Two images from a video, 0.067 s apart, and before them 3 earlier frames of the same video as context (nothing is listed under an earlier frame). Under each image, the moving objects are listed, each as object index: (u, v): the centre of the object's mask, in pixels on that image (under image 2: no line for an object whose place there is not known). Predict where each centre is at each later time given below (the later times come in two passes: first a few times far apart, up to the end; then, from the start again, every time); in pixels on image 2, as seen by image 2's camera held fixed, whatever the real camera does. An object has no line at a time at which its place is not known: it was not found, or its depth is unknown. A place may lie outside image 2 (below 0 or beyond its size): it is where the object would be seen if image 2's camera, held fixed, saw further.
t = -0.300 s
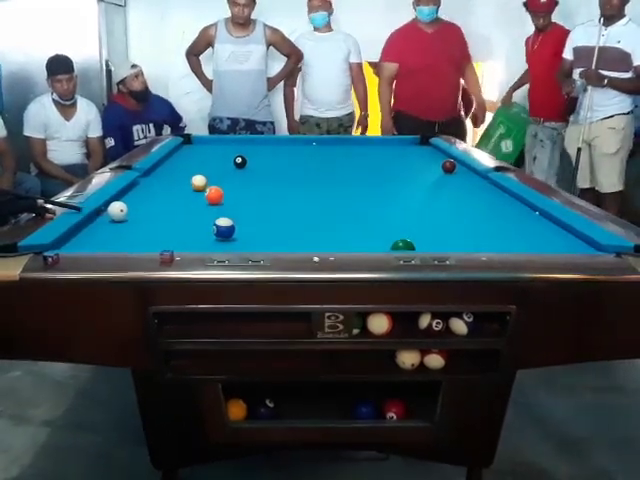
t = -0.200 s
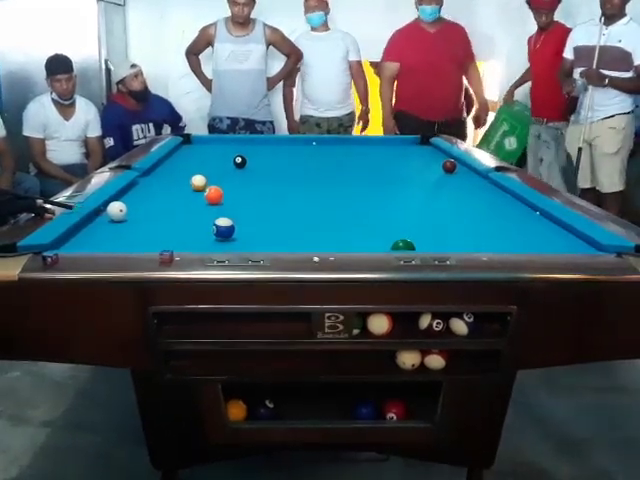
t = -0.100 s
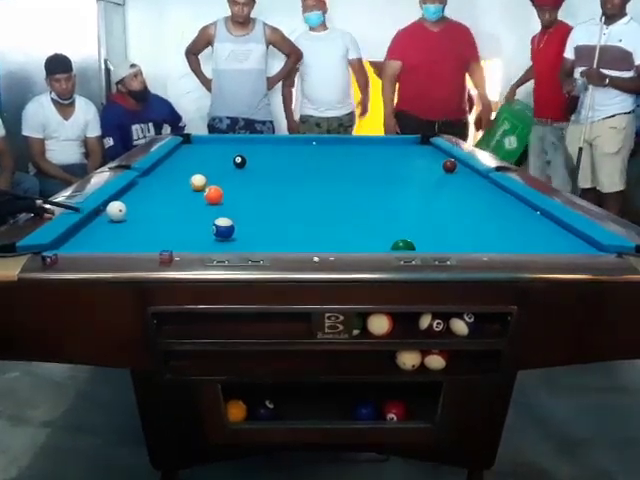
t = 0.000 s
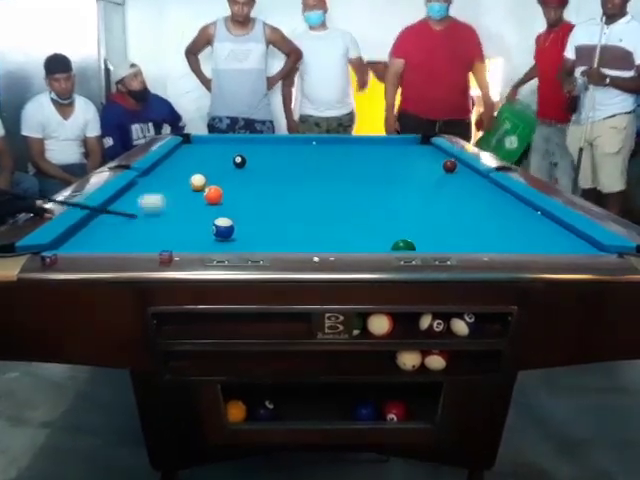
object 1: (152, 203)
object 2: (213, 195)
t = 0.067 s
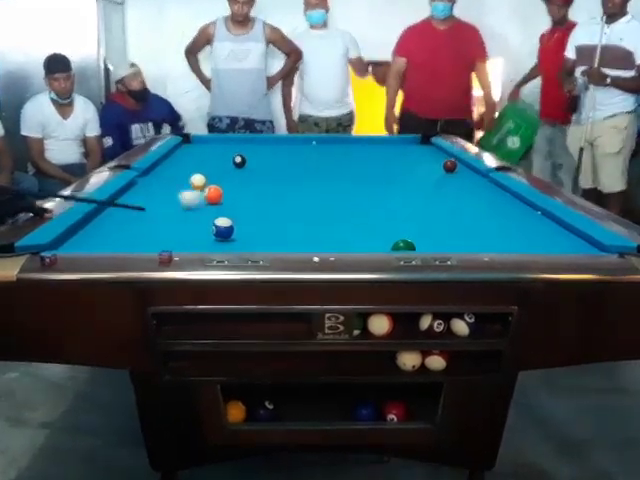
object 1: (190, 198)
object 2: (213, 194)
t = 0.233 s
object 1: (213, 200)
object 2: (254, 184)
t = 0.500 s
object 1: (223, 206)
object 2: (307, 171)
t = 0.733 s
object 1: (233, 210)
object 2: (343, 162)
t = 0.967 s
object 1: (242, 215)
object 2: (374, 154)
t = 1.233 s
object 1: (253, 221)
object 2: (403, 147)
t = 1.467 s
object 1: (262, 226)
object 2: (424, 141)
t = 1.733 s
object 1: (273, 232)
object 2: (418, 140)
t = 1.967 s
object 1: (282, 235)
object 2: (420, 142)
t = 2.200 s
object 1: (291, 238)
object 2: (423, 144)
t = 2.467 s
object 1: (301, 242)
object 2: (426, 146)
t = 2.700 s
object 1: (309, 244)
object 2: (429, 149)
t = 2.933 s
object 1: (317, 245)
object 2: (432, 151)
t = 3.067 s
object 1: (319, 245)
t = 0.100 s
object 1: (203, 197)
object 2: (219, 193)
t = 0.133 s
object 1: (207, 198)
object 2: (228, 190)
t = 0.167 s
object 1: (210, 198)
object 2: (237, 188)
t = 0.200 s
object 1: (211, 199)
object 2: (246, 186)
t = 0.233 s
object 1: (213, 200)
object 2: (254, 184)
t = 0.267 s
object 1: (214, 201)
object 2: (261, 182)
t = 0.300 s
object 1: (215, 201)
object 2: (268, 181)
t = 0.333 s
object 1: (217, 202)
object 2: (275, 179)
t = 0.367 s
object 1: (218, 203)
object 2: (282, 177)
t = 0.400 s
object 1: (219, 204)
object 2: (288, 176)
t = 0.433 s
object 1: (221, 204)
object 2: (294, 174)
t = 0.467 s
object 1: (222, 205)
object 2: (301, 173)
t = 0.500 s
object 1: (223, 206)
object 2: (307, 171)
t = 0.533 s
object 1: (225, 206)
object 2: (312, 170)
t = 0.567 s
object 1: (226, 207)
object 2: (317, 168)
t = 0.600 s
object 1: (228, 208)
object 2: (323, 167)
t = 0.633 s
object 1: (229, 208)
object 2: (328, 166)
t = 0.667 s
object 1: (230, 209)
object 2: (333, 164)
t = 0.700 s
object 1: (231, 209)
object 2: (338, 163)
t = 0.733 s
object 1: (233, 210)
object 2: (343, 162)
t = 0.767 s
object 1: (235, 211)
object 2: (348, 161)
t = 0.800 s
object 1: (236, 212)
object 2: (353, 160)
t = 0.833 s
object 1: (237, 213)
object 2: (357, 158)
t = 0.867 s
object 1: (238, 213)
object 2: (361, 157)
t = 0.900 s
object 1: (239, 214)
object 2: (366, 156)
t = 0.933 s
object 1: (241, 215)
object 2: (370, 155)
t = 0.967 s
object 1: (242, 215)
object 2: (374, 154)
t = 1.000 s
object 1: (244, 216)
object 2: (378, 153)
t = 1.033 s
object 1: (245, 217)
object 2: (382, 152)
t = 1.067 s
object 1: (246, 218)
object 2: (386, 151)
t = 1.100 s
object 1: (247, 218)
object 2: (389, 150)
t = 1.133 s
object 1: (249, 219)
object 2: (393, 149)
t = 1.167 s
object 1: (250, 220)
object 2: (396, 149)
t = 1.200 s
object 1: (251, 221)
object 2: (399, 148)
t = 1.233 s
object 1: (253, 221)
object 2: (403, 147)
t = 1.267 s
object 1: (254, 222)
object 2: (406, 146)
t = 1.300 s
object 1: (255, 222)
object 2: (409, 145)
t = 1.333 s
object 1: (257, 223)
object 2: (411, 145)
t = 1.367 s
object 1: (258, 224)
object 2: (415, 143)
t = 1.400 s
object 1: (259, 225)
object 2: (418, 143)
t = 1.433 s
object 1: (261, 225)
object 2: (421, 142)
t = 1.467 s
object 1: (262, 226)
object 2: (424, 141)
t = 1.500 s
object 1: (263, 227)
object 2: (422, 141)
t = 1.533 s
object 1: (265, 228)
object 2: (419, 140)
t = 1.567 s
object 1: (266, 228)
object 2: (416, 139)
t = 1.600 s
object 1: (268, 229)
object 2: (415, 139)
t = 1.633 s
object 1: (269, 230)
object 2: (416, 139)
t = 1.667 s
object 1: (270, 230)
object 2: (416, 139)
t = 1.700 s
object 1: (272, 231)
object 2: (417, 140)
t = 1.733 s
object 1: (273, 232)
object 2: (418, 140)
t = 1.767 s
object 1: (274, 232)
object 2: (418, 140)
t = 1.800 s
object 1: (275, 233)
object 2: (419, 141)
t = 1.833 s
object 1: (277, 233)
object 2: (419, 141)
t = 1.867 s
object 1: (278, 234)
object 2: (419, 141)
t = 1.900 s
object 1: (279, 234)
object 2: (420, 141)
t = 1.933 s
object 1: (281, 235)
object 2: (420, 142)
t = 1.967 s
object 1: (282, 235)
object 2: (420, 142)
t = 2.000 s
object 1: (283, 236)
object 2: (421, 142)
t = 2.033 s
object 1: (285, 236)
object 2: (422, 143)
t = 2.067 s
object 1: (286, 237)
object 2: (422, 143)
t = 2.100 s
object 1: (287, 237)
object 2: (422, 143)
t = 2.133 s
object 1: (289, 238)
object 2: (422, 144)
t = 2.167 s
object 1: (290, 238)
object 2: (422, 144)
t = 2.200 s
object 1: (291, 238)
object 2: (423, 144)
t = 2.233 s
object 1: (292, 239)
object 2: (423, 145)
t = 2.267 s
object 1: (294, 240)
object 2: (424, 145)
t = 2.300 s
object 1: (295, 240)
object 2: (424, 145)
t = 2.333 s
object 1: (296, 240)
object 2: (425, 146)
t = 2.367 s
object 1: (297, 241)
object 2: (425, 146)
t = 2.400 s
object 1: (299, 241)
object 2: (425, 146)
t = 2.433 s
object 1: (300, 242)
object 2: (426, 146)
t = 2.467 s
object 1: (301, 242)
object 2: (426, 146)
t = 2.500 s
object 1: (302, 242)
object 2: (427, 147)
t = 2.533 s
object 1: (303, 242)
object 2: (427, 147)
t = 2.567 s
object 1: (305, 243)
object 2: (427, 148)
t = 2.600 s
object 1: (305, 243)
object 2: (428, 148)
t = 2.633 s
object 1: (307, 243)
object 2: (428, 148)
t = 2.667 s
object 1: (308, 243)
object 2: (429, 148)
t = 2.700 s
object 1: (309, 244)
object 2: (429, 149)
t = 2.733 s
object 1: (310, 244)
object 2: (430, 149)
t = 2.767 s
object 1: (311, 244)
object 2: (430, 149)
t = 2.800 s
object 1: (312, 244)
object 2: (431, 150)
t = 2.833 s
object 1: (314, 245)
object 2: (431, 150)
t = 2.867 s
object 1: (315, 245)
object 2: (432, 150)
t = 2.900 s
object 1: (316, 245)
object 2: (432, 150)
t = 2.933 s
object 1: (317, 245)
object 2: (432, 151)
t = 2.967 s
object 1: (317, 245)
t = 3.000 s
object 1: (318, 245)
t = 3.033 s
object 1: (319, 245)
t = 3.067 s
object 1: (319, 245)
